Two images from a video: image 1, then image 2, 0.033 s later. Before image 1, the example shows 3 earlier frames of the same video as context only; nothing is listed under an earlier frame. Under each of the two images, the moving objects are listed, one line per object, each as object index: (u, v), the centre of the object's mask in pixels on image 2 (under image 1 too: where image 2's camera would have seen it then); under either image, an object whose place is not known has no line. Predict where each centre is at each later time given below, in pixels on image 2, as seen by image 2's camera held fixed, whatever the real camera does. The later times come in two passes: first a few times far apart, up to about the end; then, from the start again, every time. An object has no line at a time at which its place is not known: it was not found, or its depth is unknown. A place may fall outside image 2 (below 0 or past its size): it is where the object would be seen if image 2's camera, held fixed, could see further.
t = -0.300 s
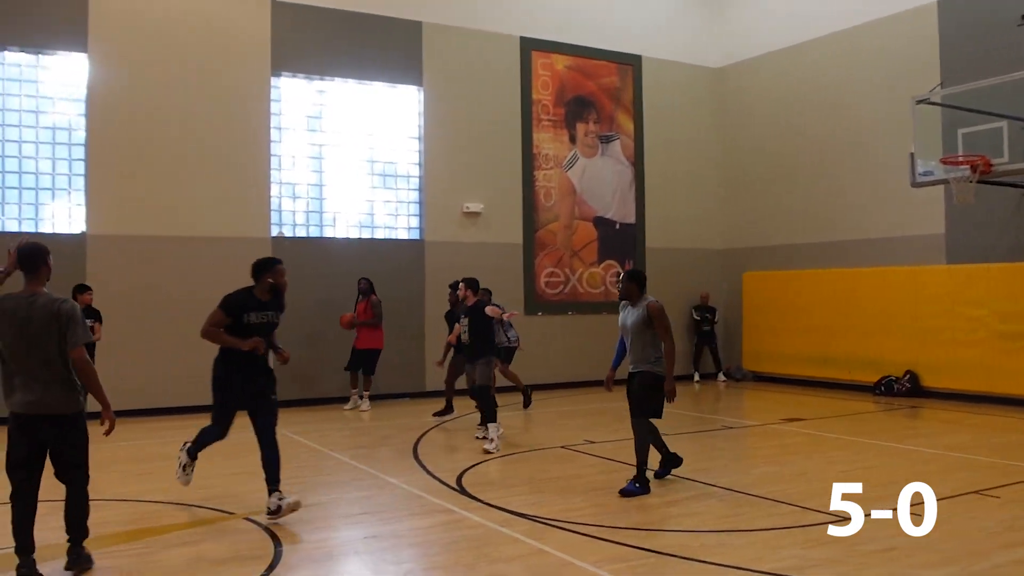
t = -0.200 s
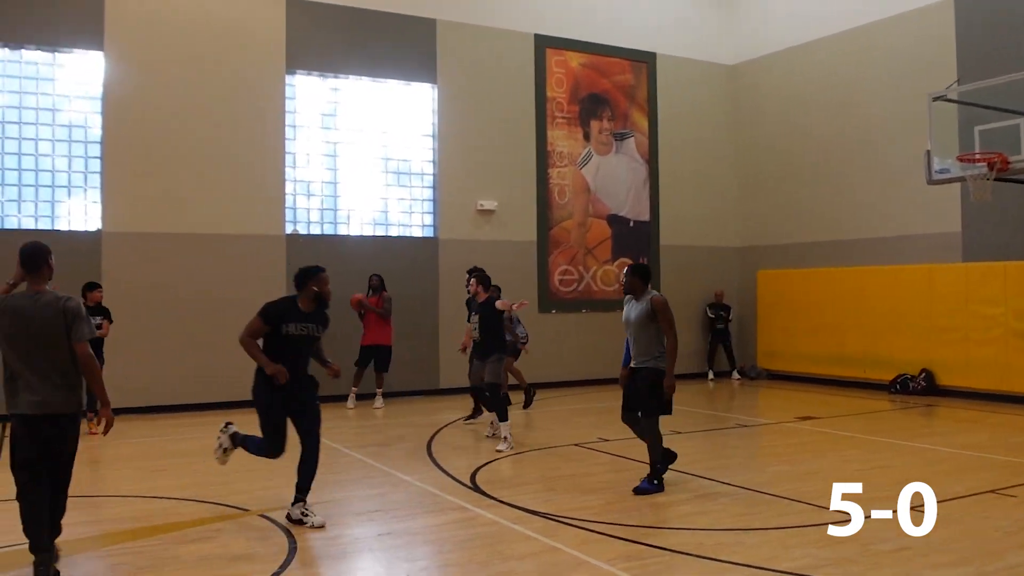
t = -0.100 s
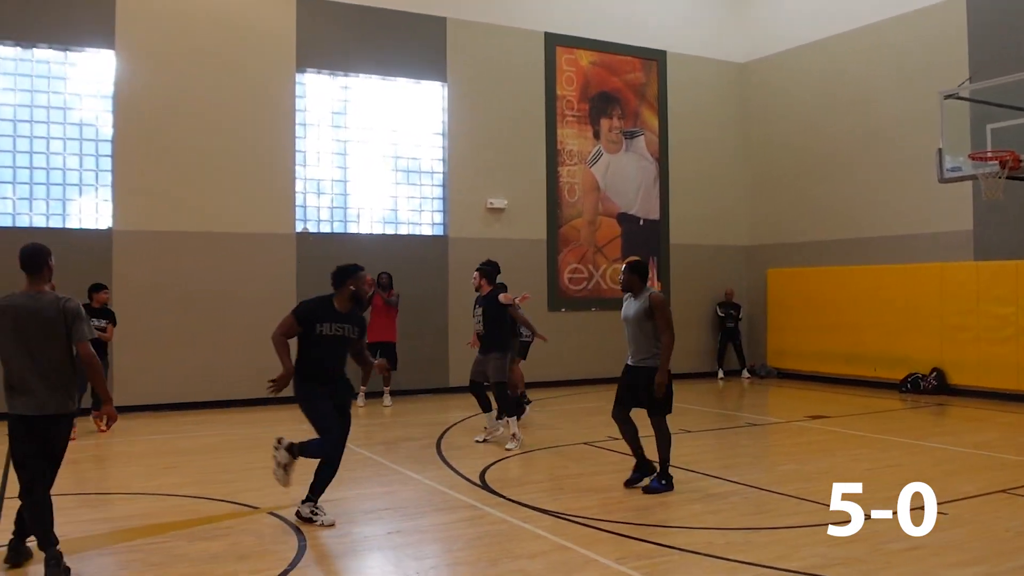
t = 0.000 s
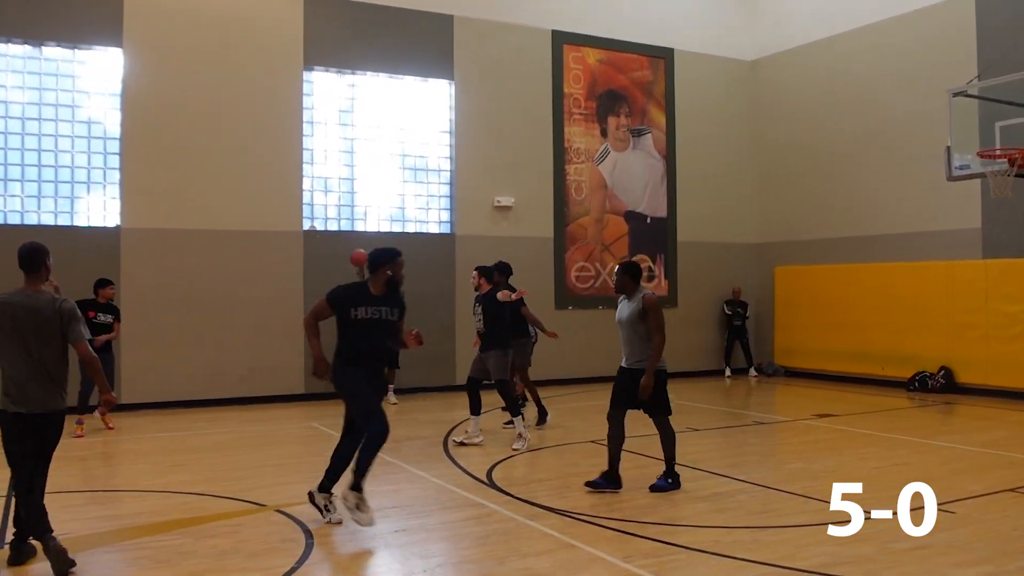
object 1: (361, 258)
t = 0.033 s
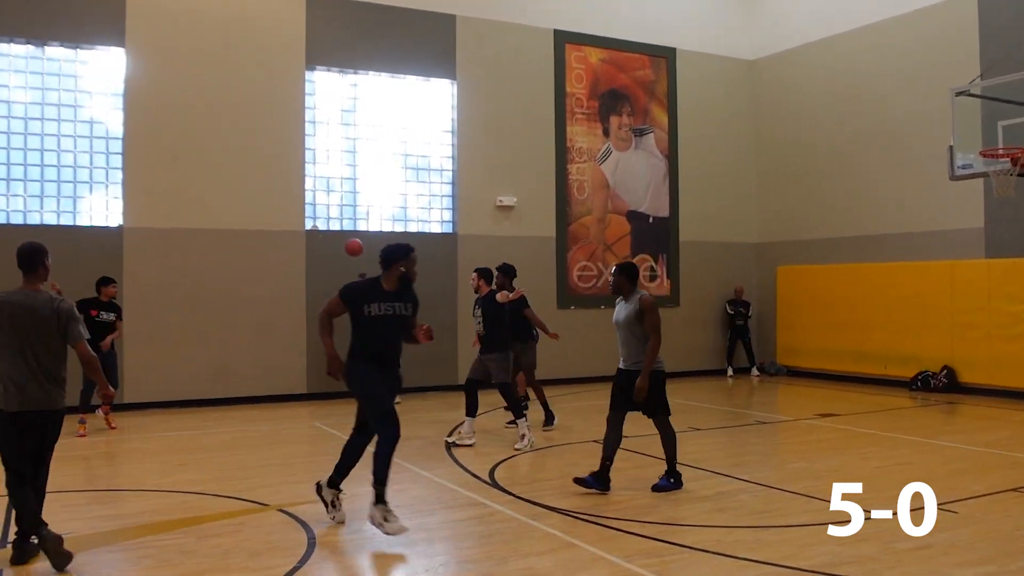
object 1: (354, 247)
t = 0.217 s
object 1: (311, 203)
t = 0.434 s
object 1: (250, 176)
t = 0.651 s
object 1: (176, 191)
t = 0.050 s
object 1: (350, 243)
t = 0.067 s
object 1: (347, 239)
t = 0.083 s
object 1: (343, 234)
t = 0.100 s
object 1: (339, 229)
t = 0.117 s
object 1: (335, 225)
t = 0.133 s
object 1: (332, 221)
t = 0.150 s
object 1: (328, 217)
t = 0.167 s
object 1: (323, 213)
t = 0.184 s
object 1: (319, 209)
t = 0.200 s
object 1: (315, 206)
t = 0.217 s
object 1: (311, 203)
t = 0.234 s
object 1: (306, 199)
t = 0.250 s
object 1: (302, 196)
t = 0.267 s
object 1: (297, 194)
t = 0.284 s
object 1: (293, 191)
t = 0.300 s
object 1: (289, 188)
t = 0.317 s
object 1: (284, 186)
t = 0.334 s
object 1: (279, 184)
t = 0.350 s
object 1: (275, 182)
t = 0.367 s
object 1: (270, 181)
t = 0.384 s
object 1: (265, 179)
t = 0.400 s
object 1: (260, 178)
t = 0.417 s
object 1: (255, 177)
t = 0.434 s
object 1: (250, 176)
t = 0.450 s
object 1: (245, 176)
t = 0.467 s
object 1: (240, 176)
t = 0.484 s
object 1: (235, 176)
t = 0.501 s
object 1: (229, 176)
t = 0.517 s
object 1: (223, 176)
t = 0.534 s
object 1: (218, 177)
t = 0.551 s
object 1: (212, 178)
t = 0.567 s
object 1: (206, 179)
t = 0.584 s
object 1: (200, 181)
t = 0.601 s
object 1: (194, 183)
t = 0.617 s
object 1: (188, 185)
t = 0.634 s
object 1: (182, 188)
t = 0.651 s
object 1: (176, 191)
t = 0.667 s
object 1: (170, 194)
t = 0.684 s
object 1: (163, 197)
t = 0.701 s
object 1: (156, 201)
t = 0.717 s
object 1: (150, 206)
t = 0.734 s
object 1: (143, 210)
